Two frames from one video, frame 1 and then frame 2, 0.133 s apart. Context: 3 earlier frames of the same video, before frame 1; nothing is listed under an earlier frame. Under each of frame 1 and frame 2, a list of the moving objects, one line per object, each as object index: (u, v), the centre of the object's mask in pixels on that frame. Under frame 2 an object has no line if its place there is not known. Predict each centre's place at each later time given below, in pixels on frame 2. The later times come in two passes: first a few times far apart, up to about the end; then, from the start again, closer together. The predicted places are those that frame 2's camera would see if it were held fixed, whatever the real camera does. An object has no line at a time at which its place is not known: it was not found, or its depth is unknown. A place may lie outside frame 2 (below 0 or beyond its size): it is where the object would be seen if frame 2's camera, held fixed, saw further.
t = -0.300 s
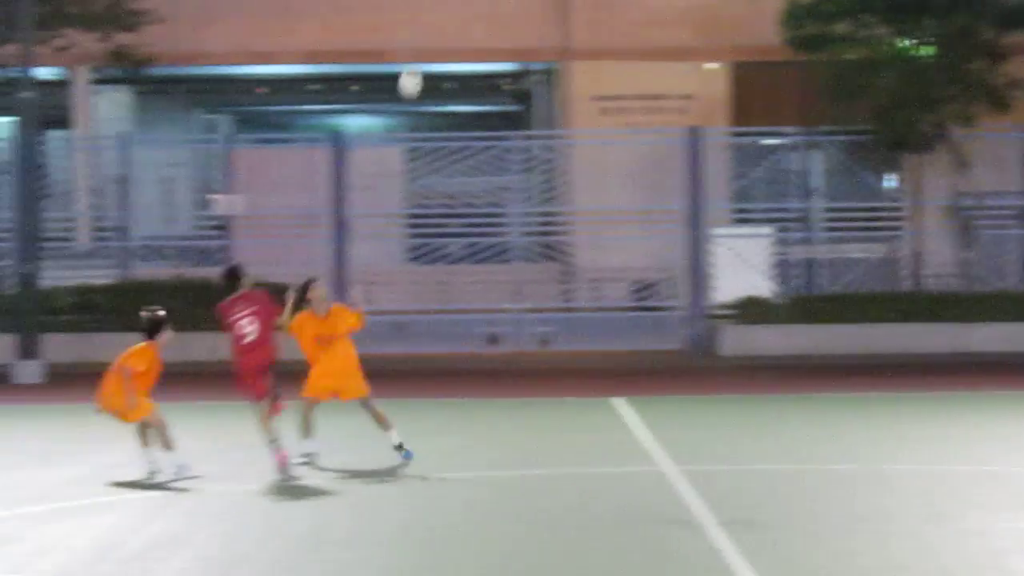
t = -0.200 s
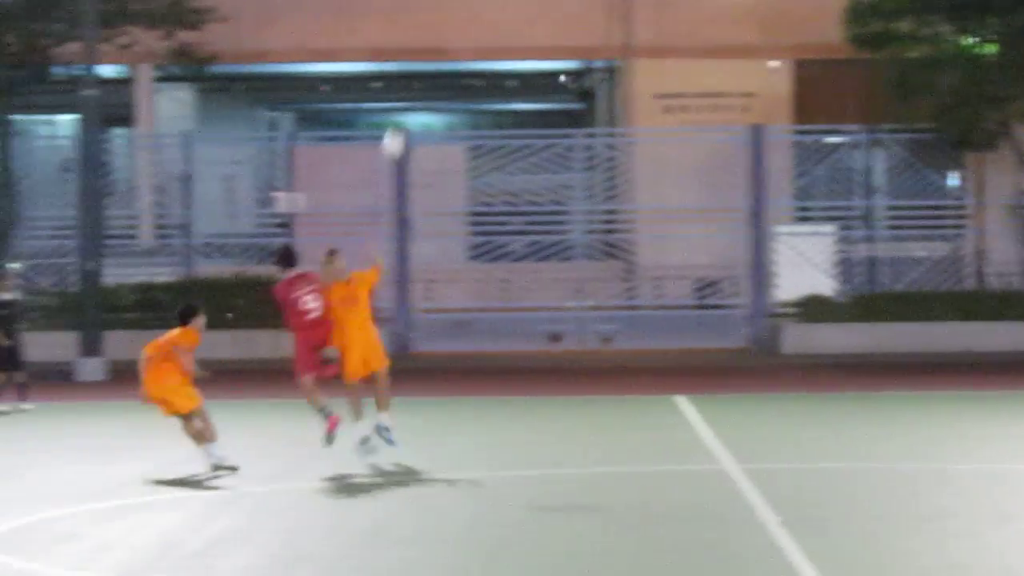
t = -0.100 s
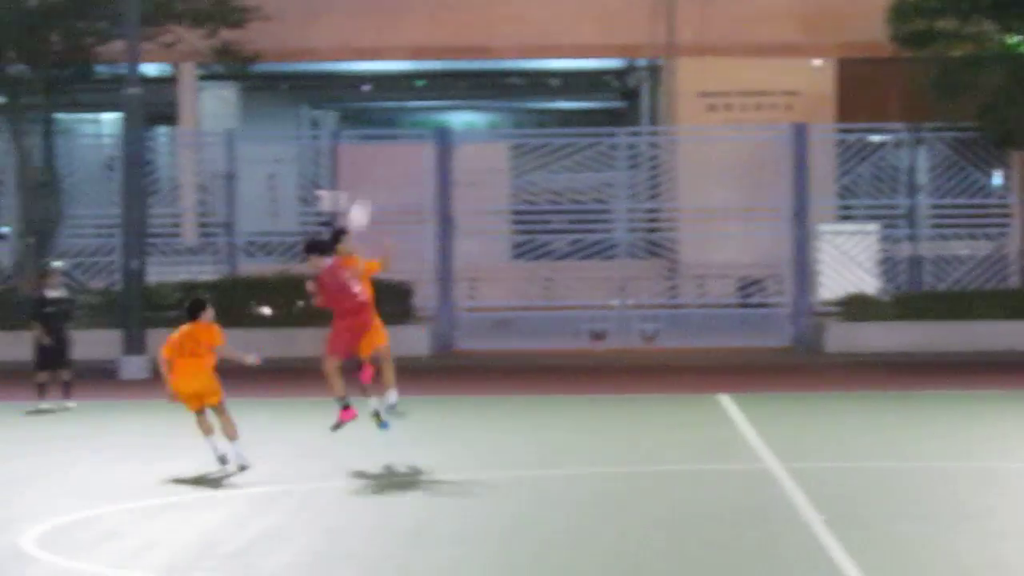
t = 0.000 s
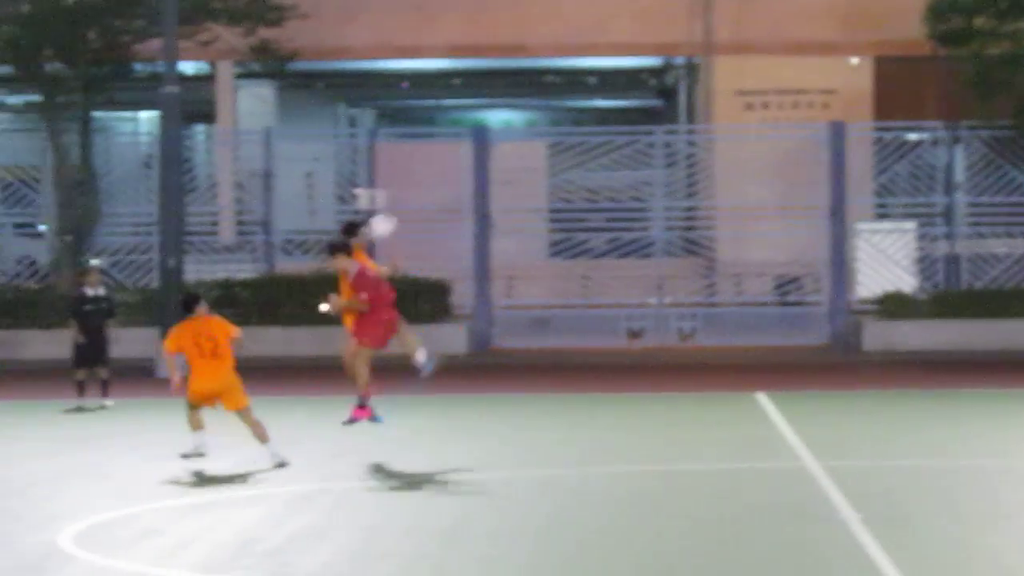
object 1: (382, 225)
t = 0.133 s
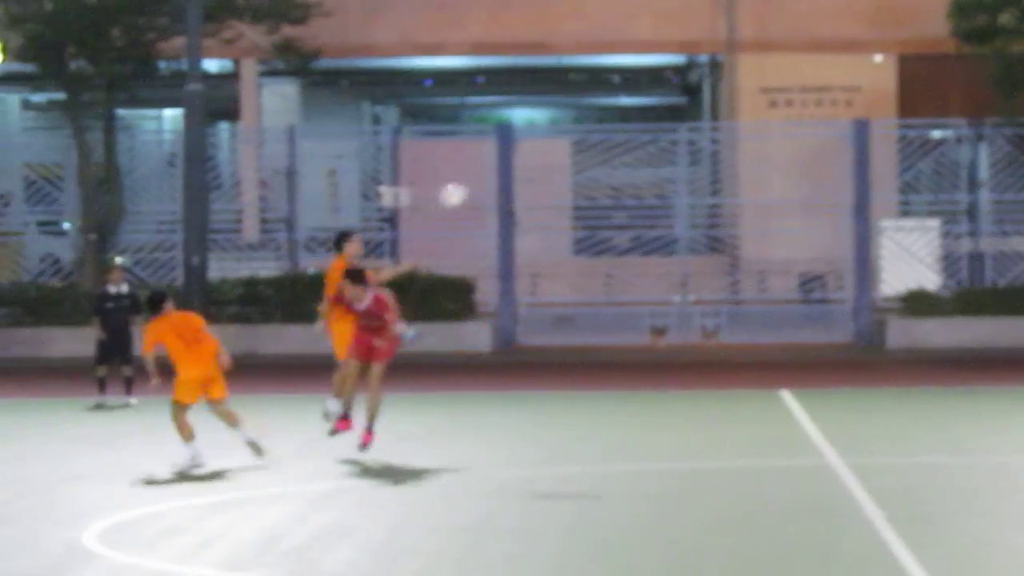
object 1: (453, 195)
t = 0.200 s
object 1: (479, 188)
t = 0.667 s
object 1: (644, 280)
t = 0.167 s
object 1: (466, 191)
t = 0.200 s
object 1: (479, 188)
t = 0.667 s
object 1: (644, 280)
